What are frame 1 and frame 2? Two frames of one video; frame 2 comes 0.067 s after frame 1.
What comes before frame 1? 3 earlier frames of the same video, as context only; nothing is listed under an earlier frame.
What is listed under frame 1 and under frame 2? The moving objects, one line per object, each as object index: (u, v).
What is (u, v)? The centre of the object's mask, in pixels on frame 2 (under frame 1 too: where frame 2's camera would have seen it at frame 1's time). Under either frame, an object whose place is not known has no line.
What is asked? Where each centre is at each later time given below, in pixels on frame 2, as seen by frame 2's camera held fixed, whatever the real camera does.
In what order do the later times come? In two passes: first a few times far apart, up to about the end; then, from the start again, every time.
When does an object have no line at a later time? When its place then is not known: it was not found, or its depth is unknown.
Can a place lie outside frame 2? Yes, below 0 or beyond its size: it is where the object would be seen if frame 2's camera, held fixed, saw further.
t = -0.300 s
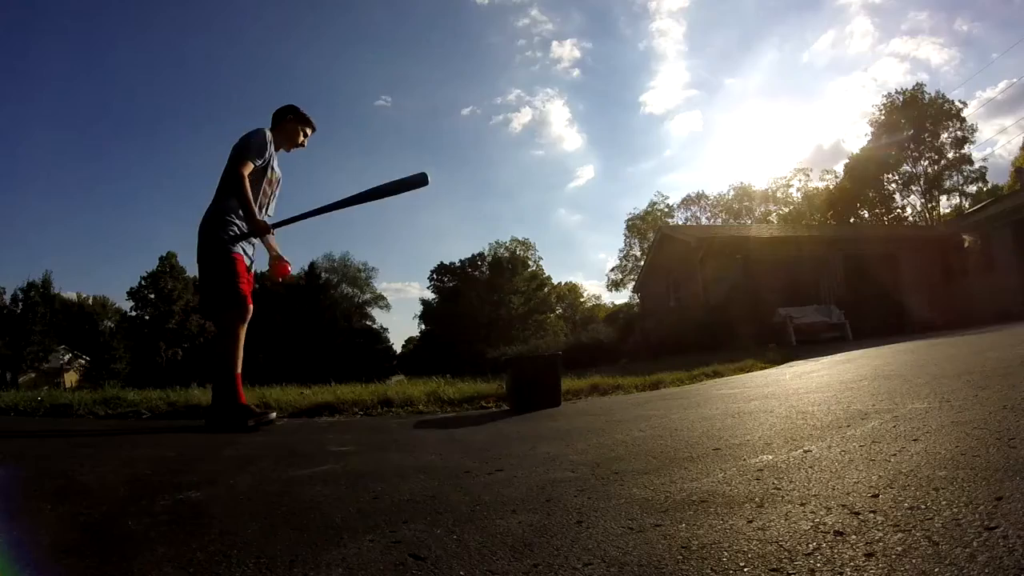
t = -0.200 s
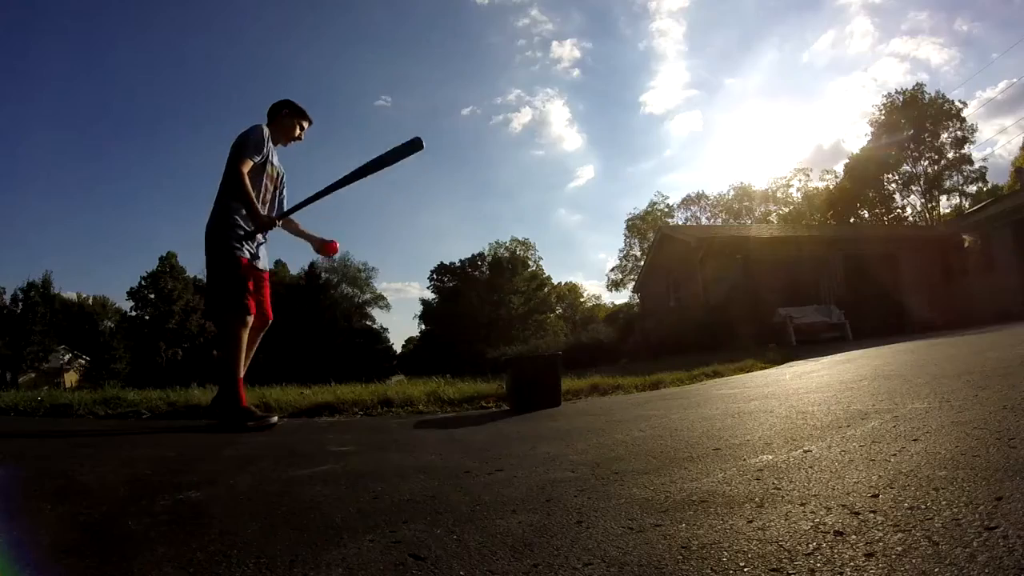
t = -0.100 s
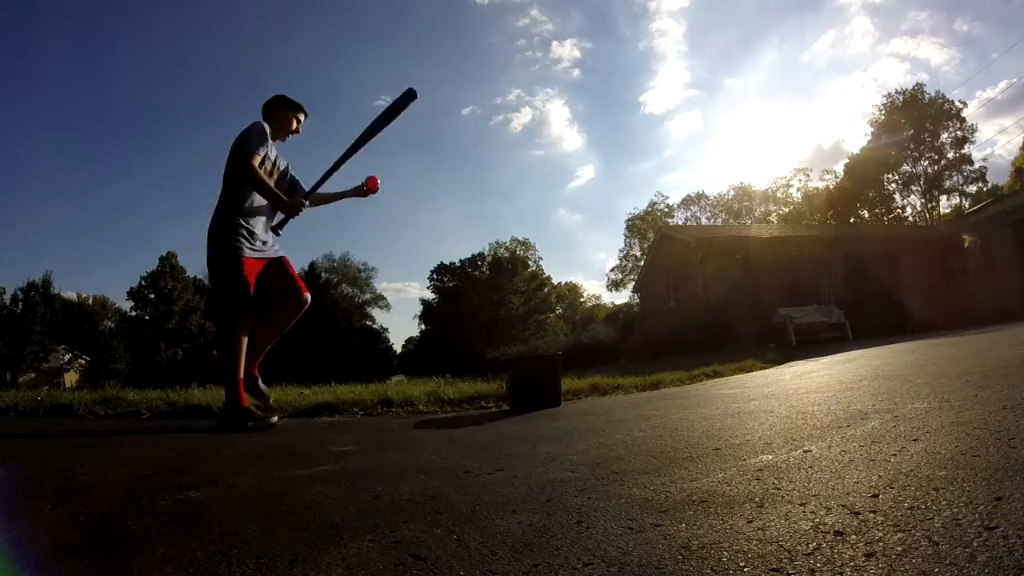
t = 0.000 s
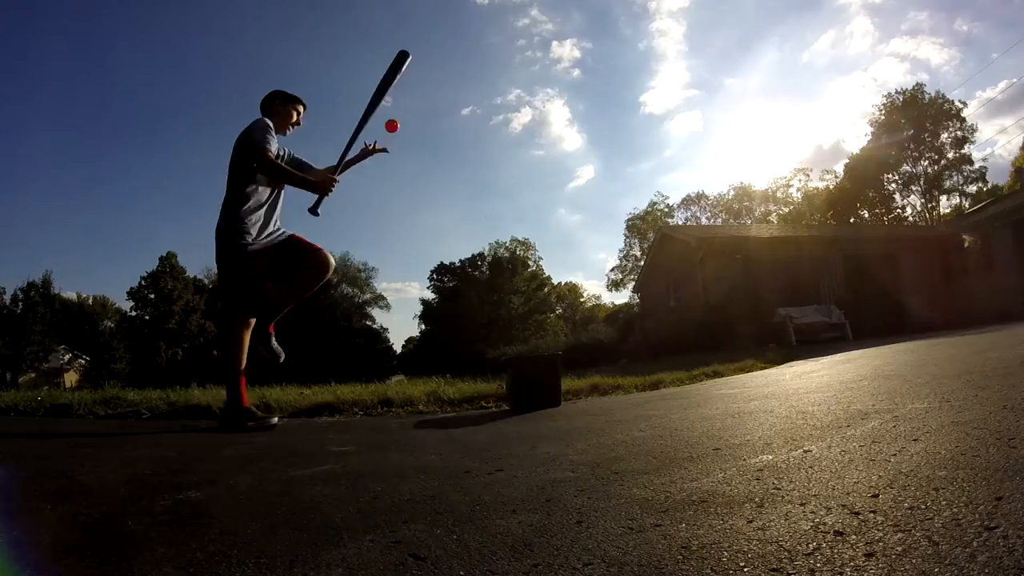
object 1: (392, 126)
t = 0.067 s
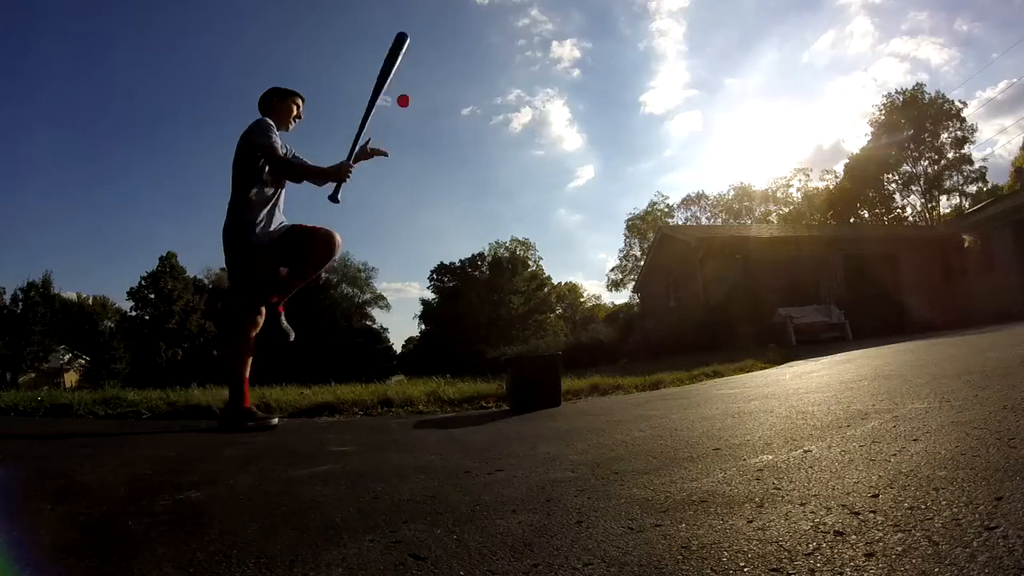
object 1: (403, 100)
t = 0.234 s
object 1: (429, 71)
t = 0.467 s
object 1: (459, 100)
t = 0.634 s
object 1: (482, 178)
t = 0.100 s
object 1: (408, 90)
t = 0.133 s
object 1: (414, 83)
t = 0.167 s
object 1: (419, 77)
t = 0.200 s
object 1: (424, 73)
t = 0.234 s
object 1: (429, 71)
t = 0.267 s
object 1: (433, 70)
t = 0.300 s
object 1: (438, 71)
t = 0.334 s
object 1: (442, 74)
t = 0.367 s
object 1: (446, 78)
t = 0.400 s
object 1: (451, 84)
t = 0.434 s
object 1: (455, 91)
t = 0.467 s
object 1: (459, 100)
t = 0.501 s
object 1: (463, 112)
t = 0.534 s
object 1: (468, 125)
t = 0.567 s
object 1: (472, 140)
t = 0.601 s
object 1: (477, 158)
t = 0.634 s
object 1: (482, 178)
